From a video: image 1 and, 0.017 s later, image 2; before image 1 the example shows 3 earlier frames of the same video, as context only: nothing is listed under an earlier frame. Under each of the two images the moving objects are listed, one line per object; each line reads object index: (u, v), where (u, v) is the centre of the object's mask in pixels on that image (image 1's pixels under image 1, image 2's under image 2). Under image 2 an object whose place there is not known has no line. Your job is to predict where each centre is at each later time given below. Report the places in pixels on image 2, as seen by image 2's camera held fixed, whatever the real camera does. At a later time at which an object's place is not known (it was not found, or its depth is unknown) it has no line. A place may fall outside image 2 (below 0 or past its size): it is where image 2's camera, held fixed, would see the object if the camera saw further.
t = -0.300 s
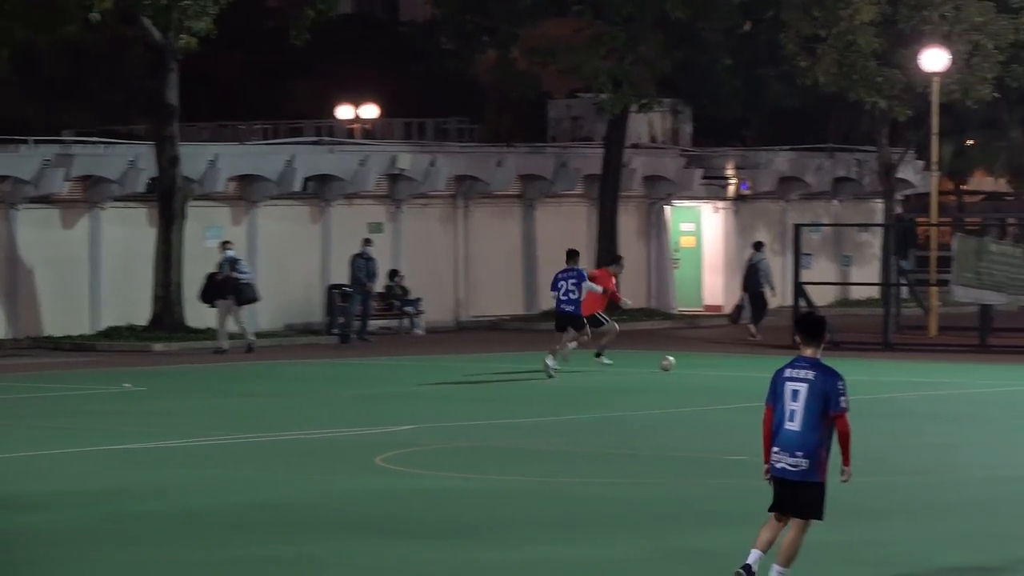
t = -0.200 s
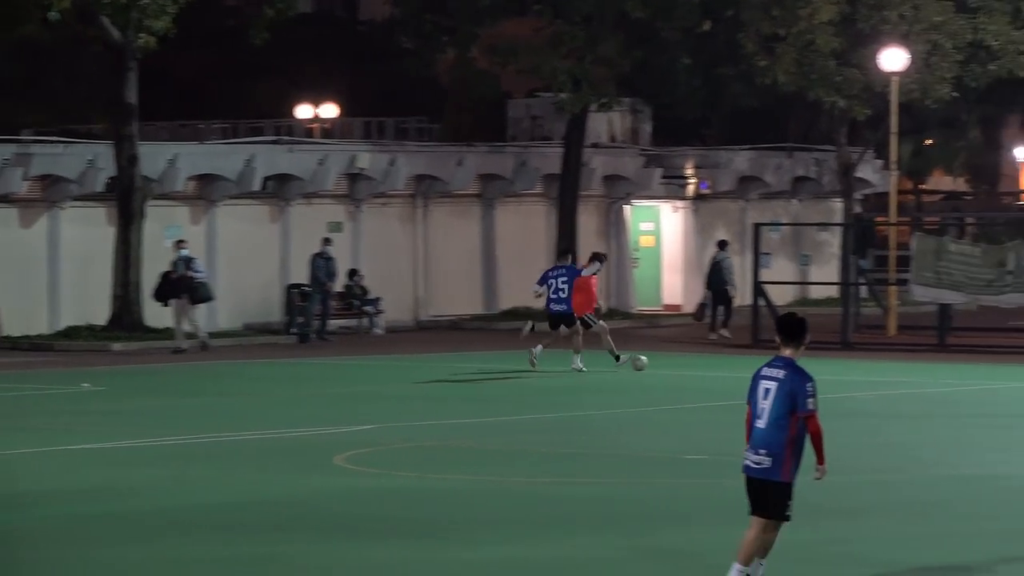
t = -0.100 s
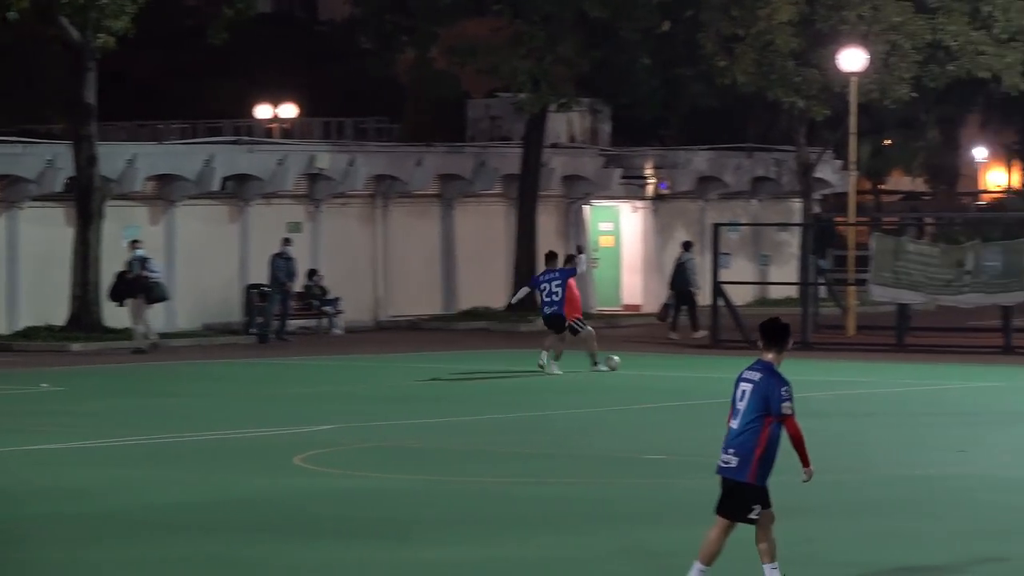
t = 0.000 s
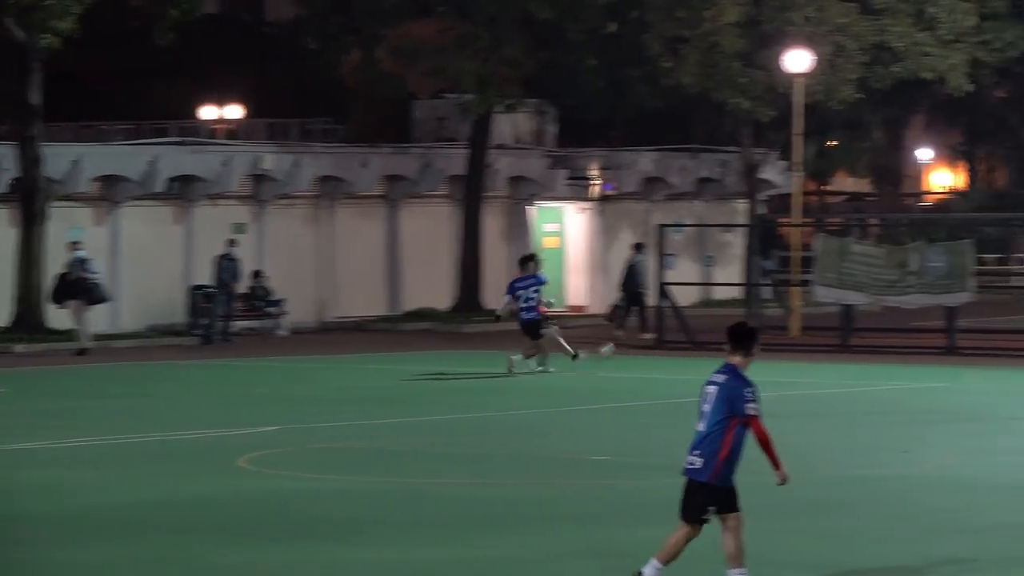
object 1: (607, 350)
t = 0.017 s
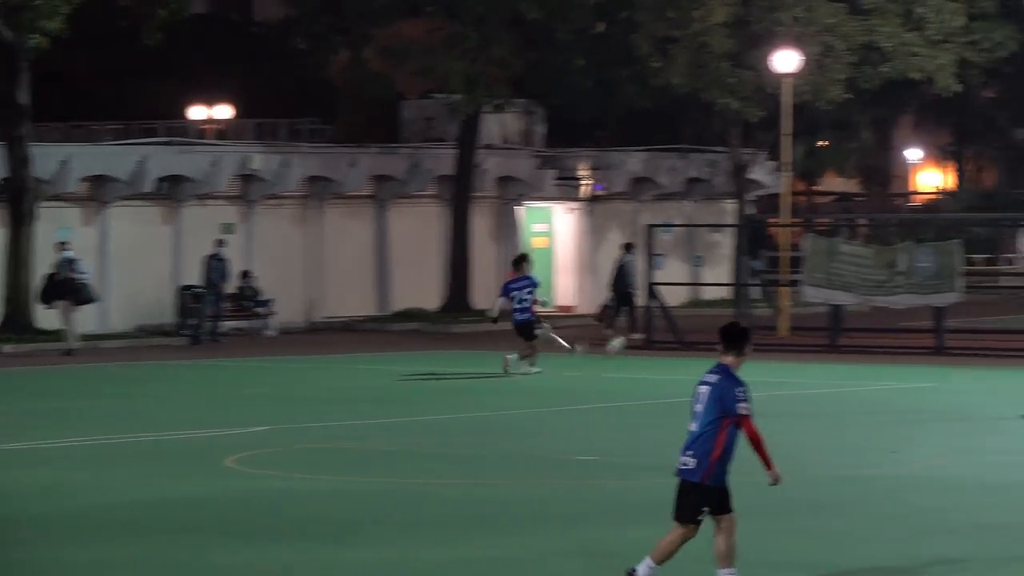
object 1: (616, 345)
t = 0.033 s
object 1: (638, 339)
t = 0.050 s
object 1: (660, 331)
